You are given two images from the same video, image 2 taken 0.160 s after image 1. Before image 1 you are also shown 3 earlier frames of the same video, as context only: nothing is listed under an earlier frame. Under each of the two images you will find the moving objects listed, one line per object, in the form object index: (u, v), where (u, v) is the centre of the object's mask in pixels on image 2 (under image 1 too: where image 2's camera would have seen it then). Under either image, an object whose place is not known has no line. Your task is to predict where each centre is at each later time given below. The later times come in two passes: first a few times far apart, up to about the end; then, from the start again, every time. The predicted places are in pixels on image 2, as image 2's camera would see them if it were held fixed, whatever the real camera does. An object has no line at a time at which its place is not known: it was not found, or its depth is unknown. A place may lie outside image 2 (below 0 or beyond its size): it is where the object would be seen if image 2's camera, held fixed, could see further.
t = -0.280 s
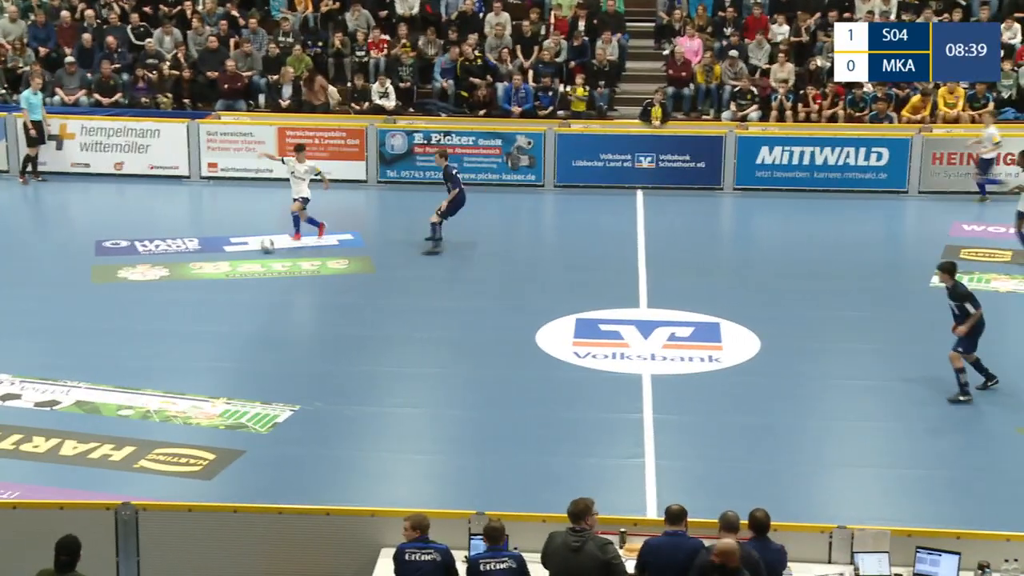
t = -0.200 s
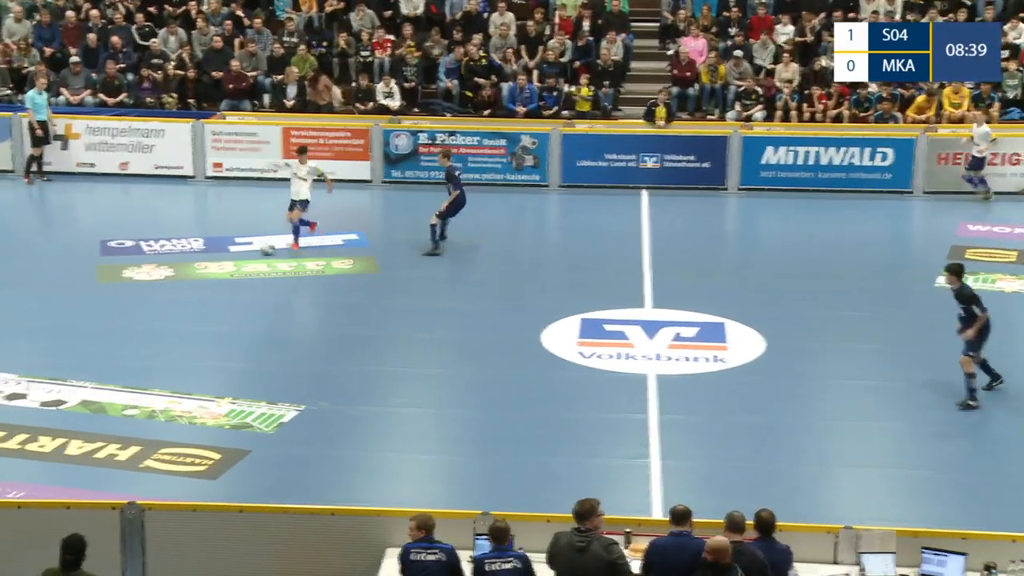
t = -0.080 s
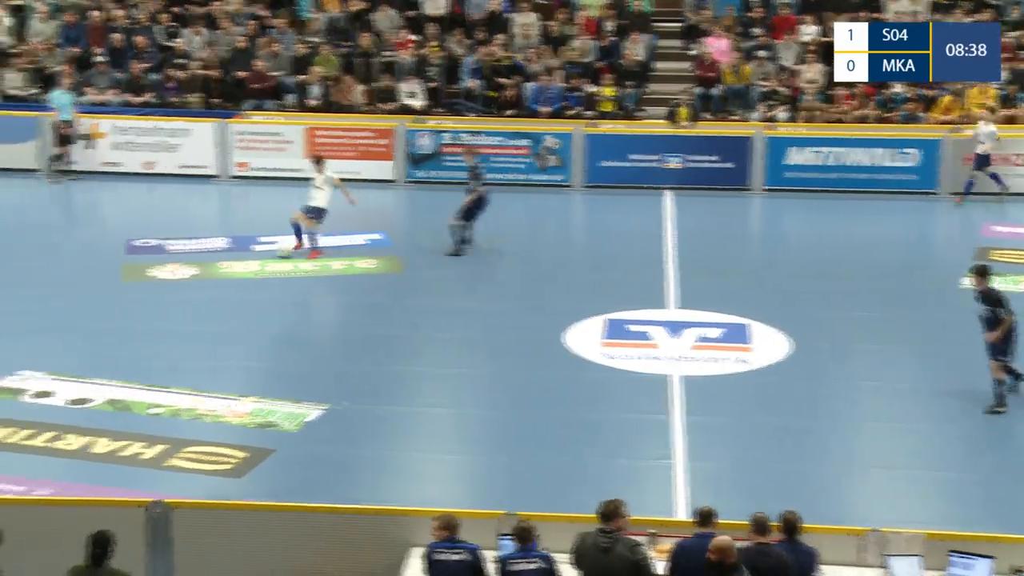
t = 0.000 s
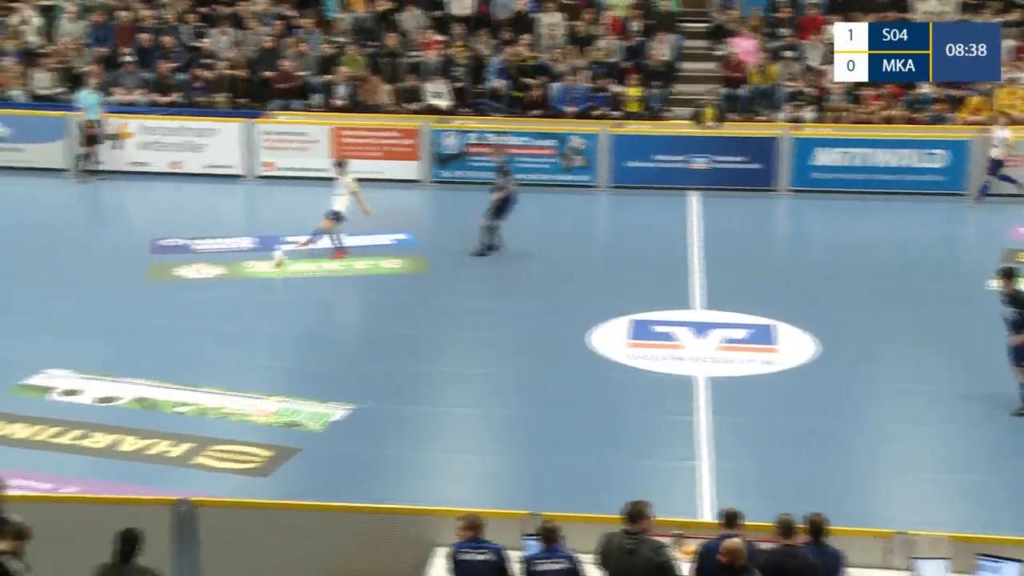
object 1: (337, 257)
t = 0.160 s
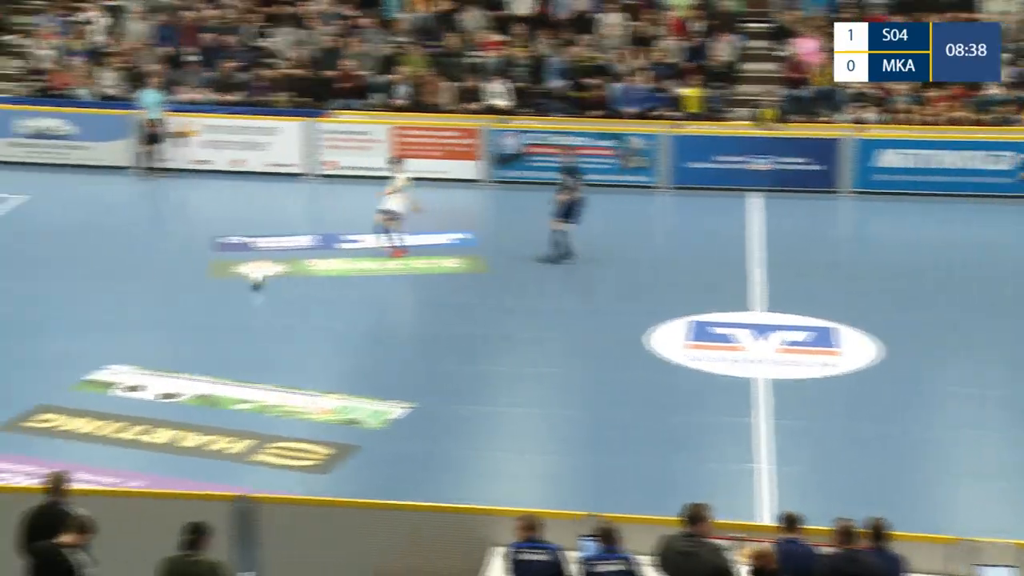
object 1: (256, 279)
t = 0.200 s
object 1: (235, 283)
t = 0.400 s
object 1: (136, 312)
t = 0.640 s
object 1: (22, 344)
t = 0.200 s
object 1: (235, 283)
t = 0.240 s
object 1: (216, 290)
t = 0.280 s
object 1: (196, 295)
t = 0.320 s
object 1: (175, 300)
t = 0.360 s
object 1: (155, 307)
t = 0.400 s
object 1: (136, 312)
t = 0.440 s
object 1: (116, 316)
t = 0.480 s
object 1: (98, 322)
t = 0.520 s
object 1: (78, 329)
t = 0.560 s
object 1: (60, 333)
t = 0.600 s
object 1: (41, 339)
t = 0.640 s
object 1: (22, 344)
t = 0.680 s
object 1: (4, 351)
